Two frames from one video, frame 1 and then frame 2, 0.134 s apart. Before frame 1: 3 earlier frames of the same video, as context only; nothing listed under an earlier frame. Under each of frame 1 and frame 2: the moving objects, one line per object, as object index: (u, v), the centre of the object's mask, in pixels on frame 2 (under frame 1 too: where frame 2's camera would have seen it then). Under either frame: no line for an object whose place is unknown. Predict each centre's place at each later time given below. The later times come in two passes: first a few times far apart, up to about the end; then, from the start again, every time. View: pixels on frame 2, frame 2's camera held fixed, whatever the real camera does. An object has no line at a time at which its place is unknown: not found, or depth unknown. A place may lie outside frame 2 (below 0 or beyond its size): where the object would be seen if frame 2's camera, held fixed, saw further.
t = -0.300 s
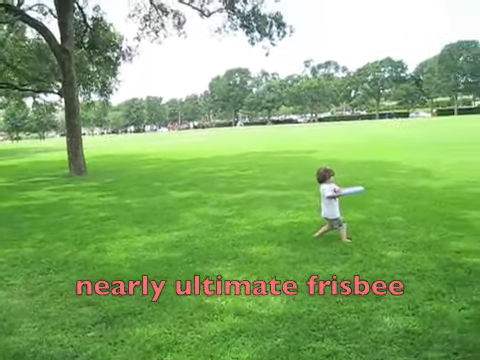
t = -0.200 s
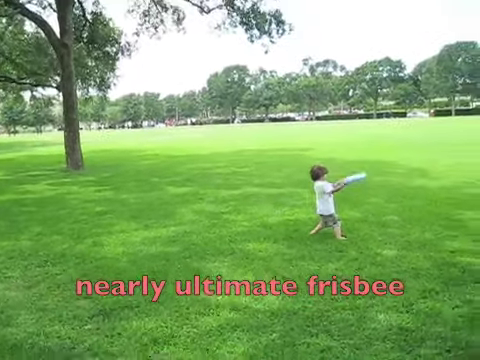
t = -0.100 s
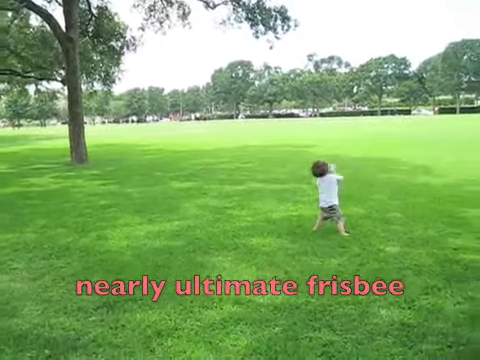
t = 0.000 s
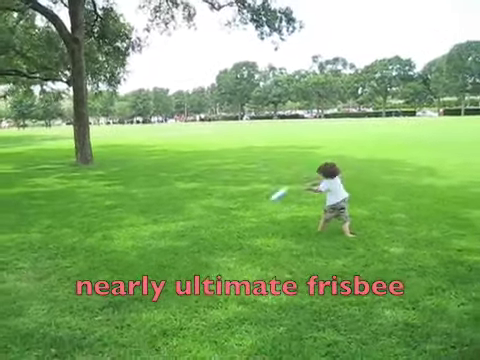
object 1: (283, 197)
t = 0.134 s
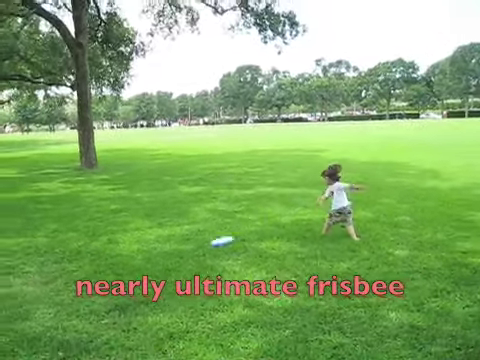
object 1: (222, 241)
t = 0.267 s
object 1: (215, 239)
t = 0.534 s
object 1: (207, 247)
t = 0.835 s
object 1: (209, 248)
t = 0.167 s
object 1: (218, 241)
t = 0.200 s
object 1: (216, 240)
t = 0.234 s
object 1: (216, 239)
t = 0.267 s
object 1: (215, 239)
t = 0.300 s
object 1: (214, 240)
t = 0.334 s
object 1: (213, 241)
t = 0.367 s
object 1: (212, 243)
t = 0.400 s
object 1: (211, 245)
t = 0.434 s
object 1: (209, 246)
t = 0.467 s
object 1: (208, 247)
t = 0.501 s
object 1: (207, 248)
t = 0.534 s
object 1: (207, 247)
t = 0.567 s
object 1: (208, 247)
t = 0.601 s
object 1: (209, 247)
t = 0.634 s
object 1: (209, 248)
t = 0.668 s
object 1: (209, 248)
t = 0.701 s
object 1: (209, 248)
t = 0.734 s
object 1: (209, 248)
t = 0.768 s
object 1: (210, 248)
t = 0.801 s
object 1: (209, 248)
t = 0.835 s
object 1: (209, 248)
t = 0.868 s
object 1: (210, 248)
